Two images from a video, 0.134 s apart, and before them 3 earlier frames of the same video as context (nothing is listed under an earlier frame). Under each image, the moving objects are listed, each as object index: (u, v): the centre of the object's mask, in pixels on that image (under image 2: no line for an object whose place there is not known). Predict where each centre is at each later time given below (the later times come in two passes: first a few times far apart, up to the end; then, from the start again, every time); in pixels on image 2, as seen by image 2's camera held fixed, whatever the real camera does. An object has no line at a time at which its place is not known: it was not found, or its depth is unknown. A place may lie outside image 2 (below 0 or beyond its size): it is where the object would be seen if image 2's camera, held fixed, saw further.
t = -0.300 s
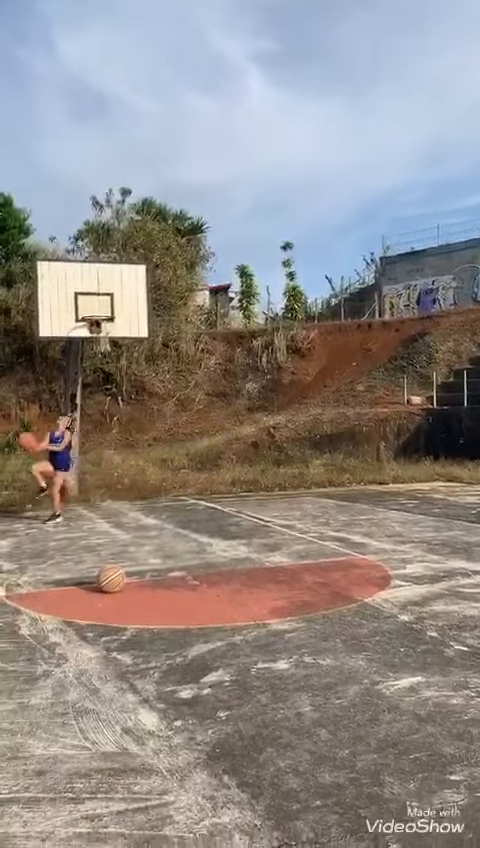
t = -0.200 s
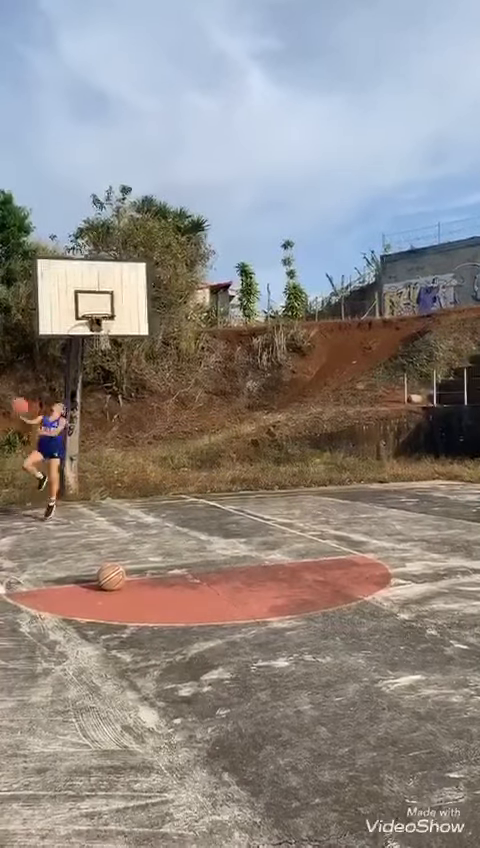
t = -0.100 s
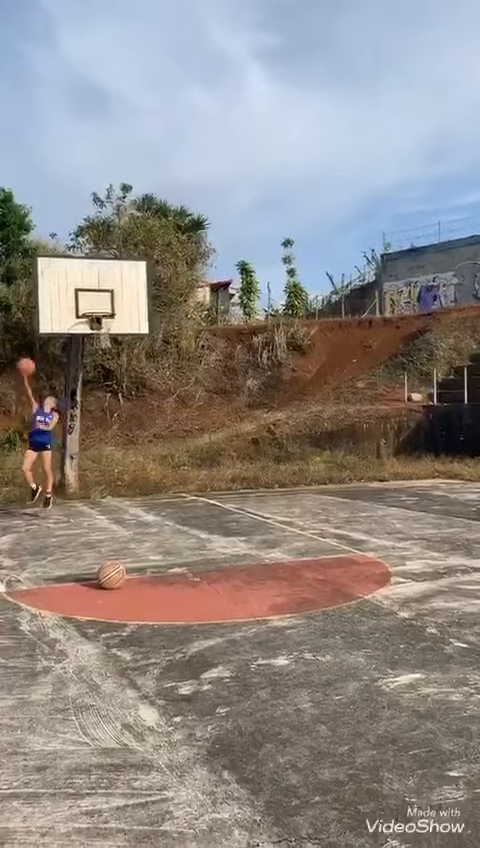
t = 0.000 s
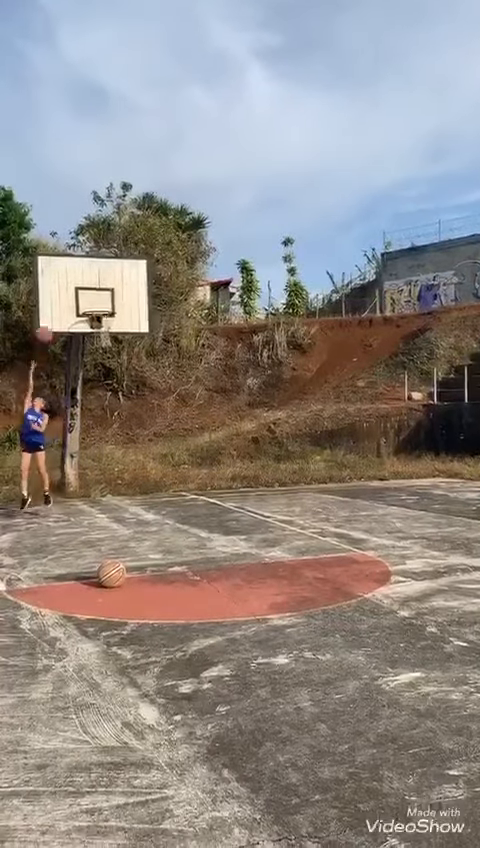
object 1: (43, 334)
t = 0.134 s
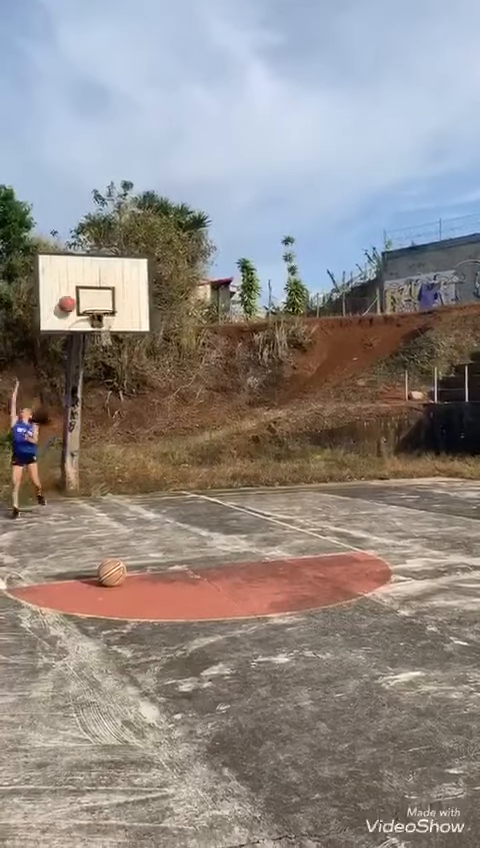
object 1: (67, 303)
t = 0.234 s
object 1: (79, 295)
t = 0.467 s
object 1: (108, 299)
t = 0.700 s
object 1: (103, 300)
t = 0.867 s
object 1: (99, 313)
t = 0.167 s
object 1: (71, 299)
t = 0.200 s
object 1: (76, 296)
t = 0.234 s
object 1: (79, 295)
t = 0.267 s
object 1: (83, 295)
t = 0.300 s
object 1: (88, 293)
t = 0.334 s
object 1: (92, 293)
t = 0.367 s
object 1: (96, 294)
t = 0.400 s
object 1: (100, 295)
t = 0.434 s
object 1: (103, 297)
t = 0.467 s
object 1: (108, 299)
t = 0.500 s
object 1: (110, 301)
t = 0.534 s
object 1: (109, 300)
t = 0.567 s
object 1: (108, 299)
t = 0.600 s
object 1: (107, 298)
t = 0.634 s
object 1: (106, 299)
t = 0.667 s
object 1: (105, 299)
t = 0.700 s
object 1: (103, 300)
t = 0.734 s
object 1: (101, 302)
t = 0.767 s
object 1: (100, 304)
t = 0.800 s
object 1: (100, 306)
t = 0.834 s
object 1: (99, 308)
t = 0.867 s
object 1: (99, 313)
